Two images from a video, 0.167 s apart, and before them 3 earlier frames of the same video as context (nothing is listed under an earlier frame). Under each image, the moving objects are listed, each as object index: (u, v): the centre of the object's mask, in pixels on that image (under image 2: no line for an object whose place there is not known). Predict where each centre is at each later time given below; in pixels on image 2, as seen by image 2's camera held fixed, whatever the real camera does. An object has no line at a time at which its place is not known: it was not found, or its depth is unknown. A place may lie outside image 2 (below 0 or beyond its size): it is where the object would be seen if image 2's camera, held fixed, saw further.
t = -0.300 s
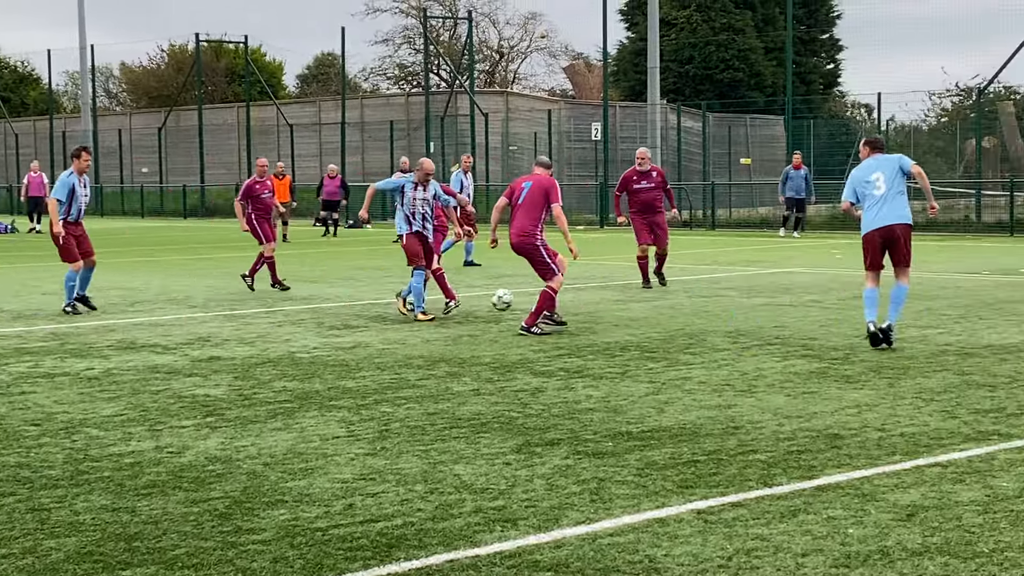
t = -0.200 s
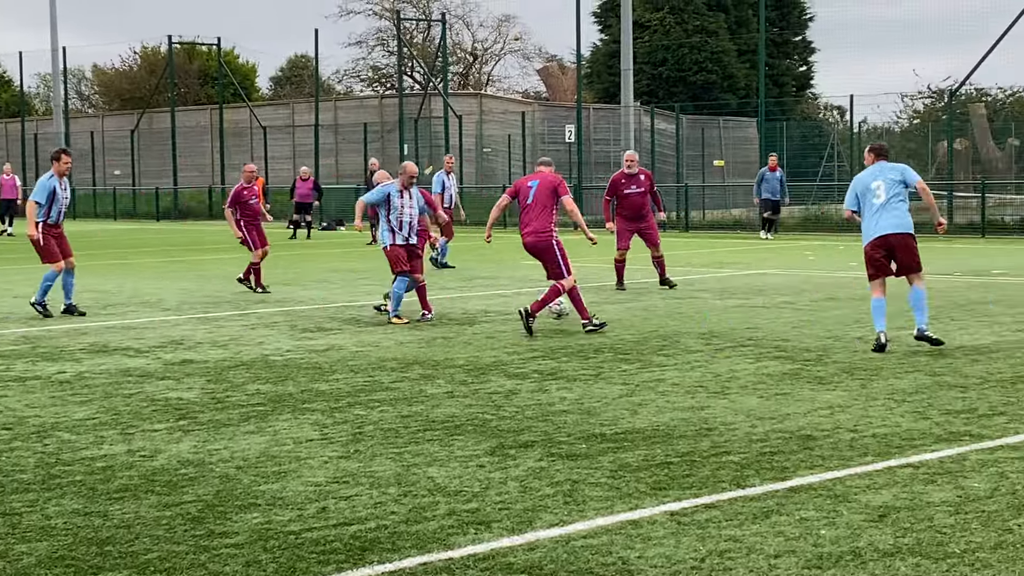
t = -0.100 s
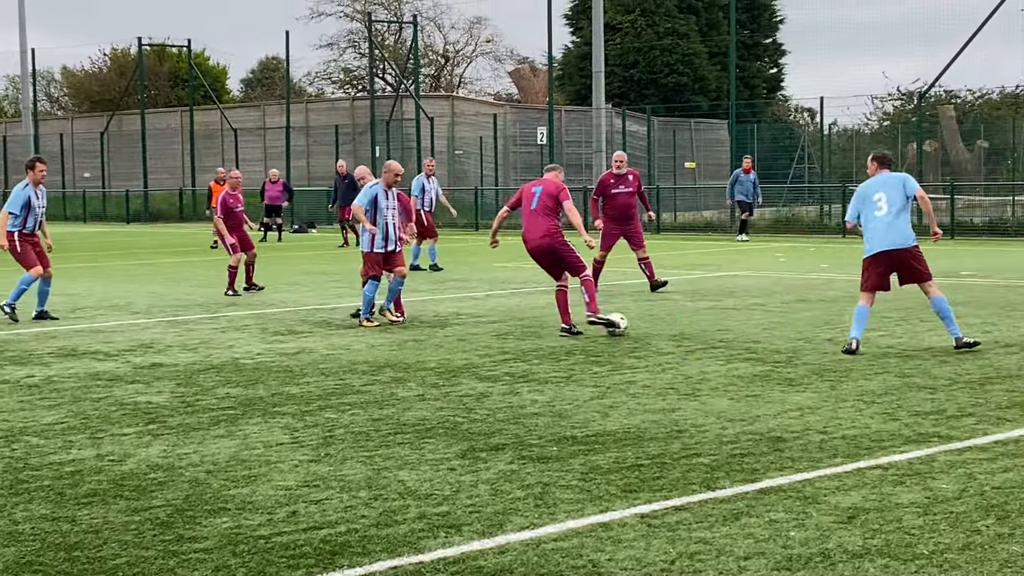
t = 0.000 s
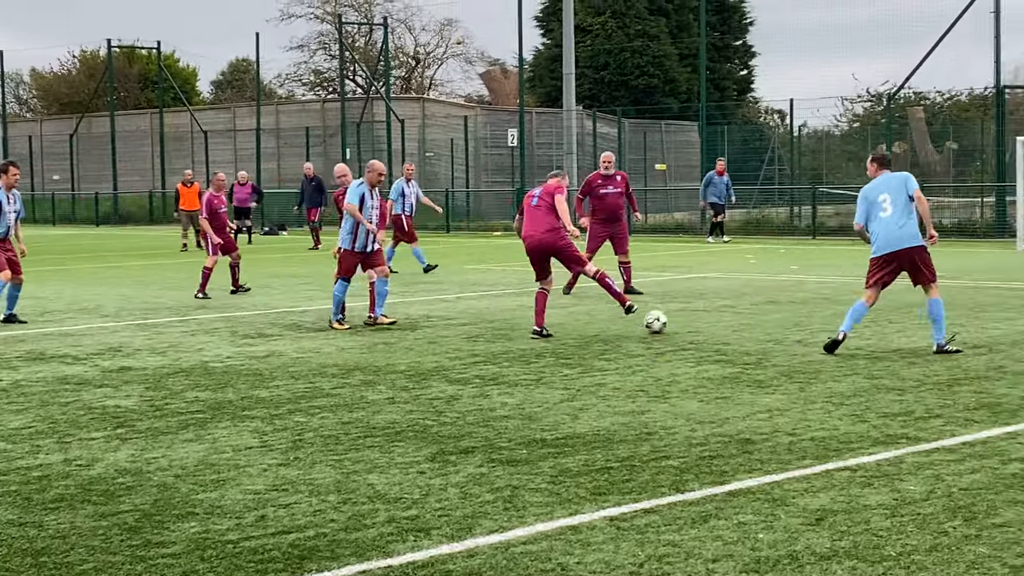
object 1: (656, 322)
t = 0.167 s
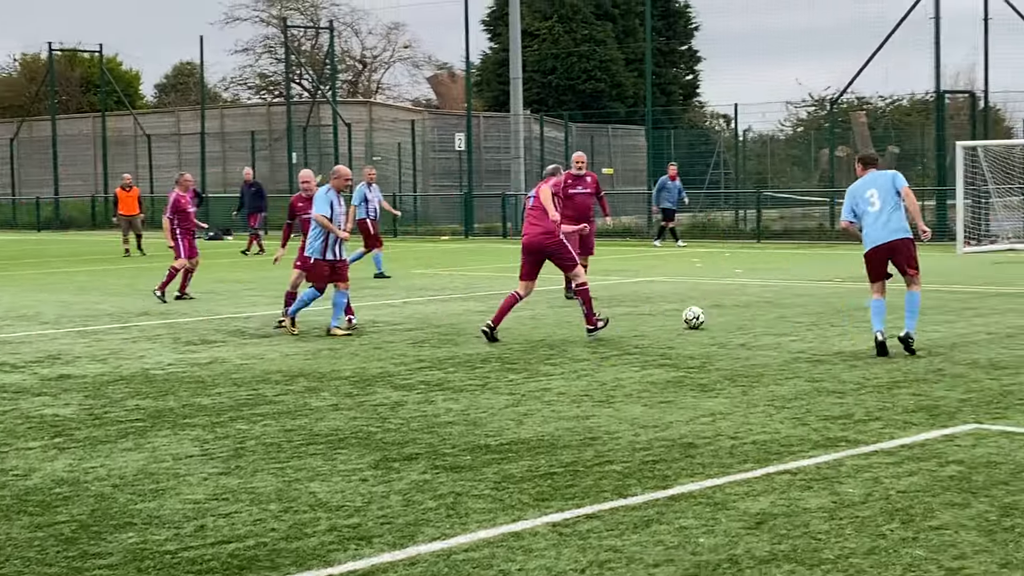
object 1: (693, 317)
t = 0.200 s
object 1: (707, 316)
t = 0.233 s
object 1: (721, 316)
